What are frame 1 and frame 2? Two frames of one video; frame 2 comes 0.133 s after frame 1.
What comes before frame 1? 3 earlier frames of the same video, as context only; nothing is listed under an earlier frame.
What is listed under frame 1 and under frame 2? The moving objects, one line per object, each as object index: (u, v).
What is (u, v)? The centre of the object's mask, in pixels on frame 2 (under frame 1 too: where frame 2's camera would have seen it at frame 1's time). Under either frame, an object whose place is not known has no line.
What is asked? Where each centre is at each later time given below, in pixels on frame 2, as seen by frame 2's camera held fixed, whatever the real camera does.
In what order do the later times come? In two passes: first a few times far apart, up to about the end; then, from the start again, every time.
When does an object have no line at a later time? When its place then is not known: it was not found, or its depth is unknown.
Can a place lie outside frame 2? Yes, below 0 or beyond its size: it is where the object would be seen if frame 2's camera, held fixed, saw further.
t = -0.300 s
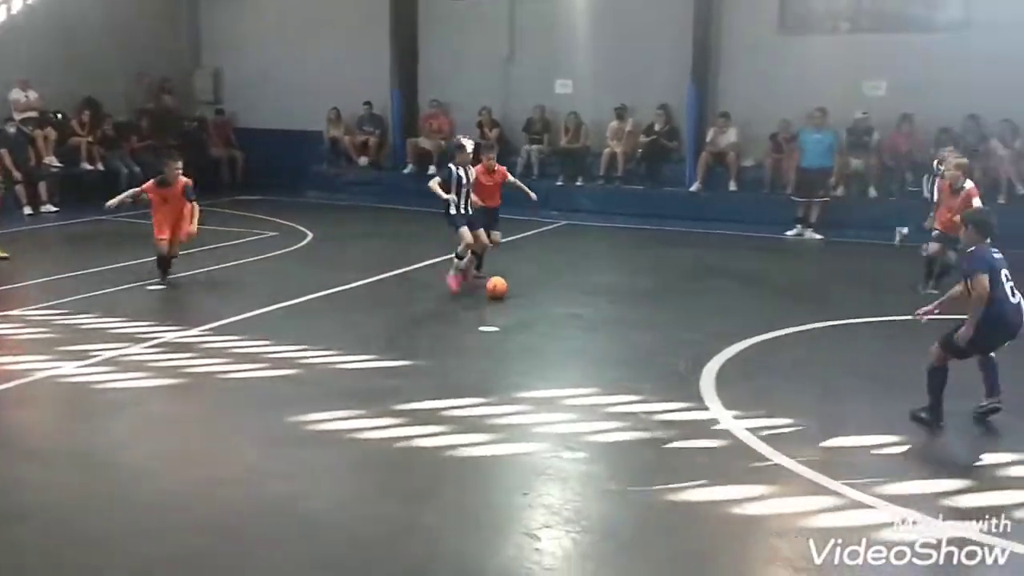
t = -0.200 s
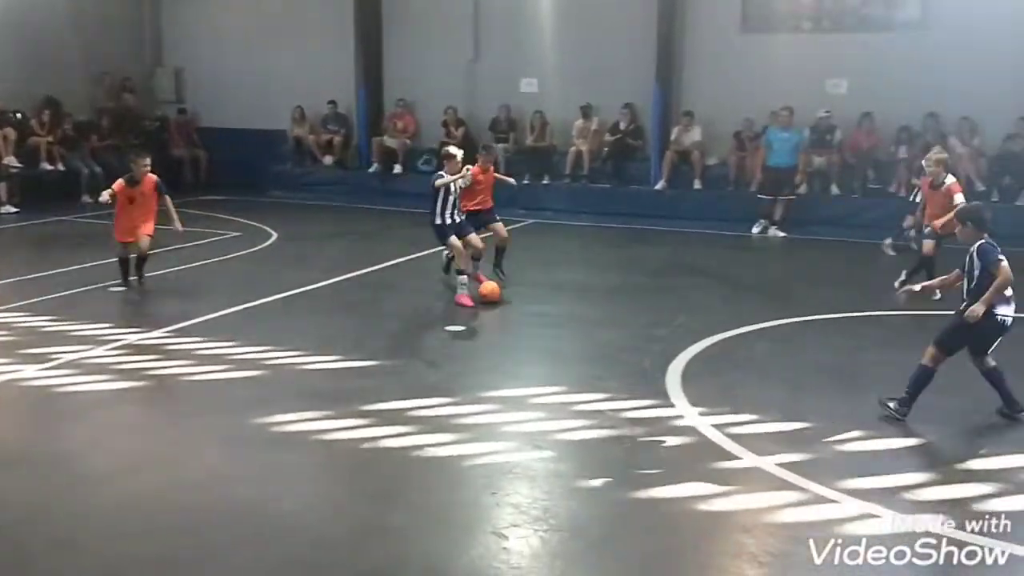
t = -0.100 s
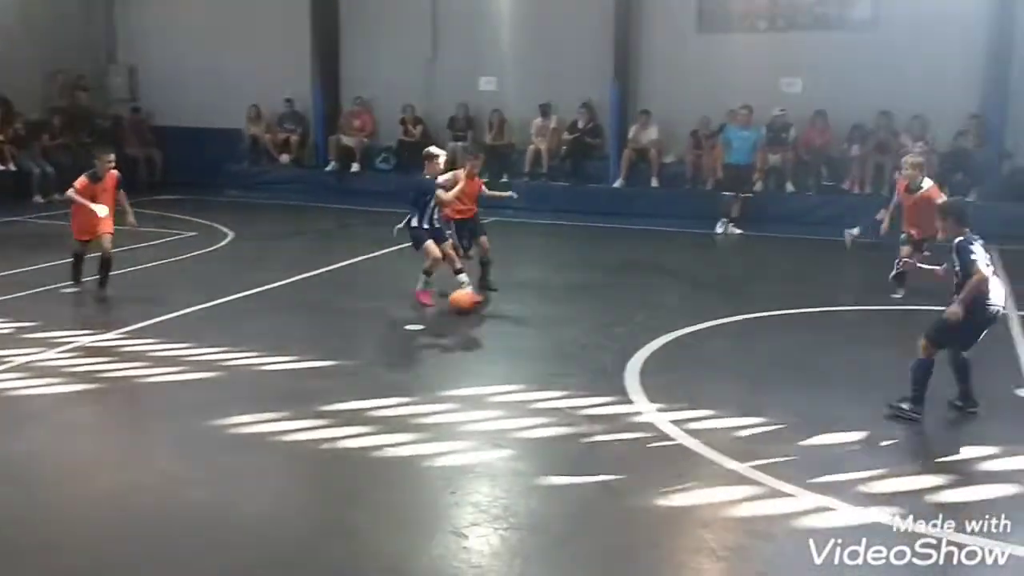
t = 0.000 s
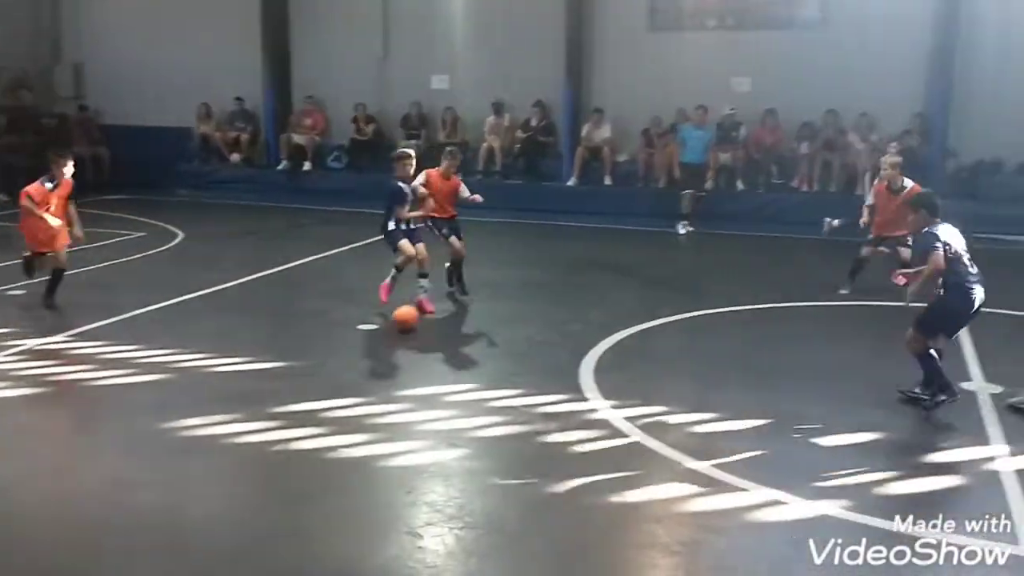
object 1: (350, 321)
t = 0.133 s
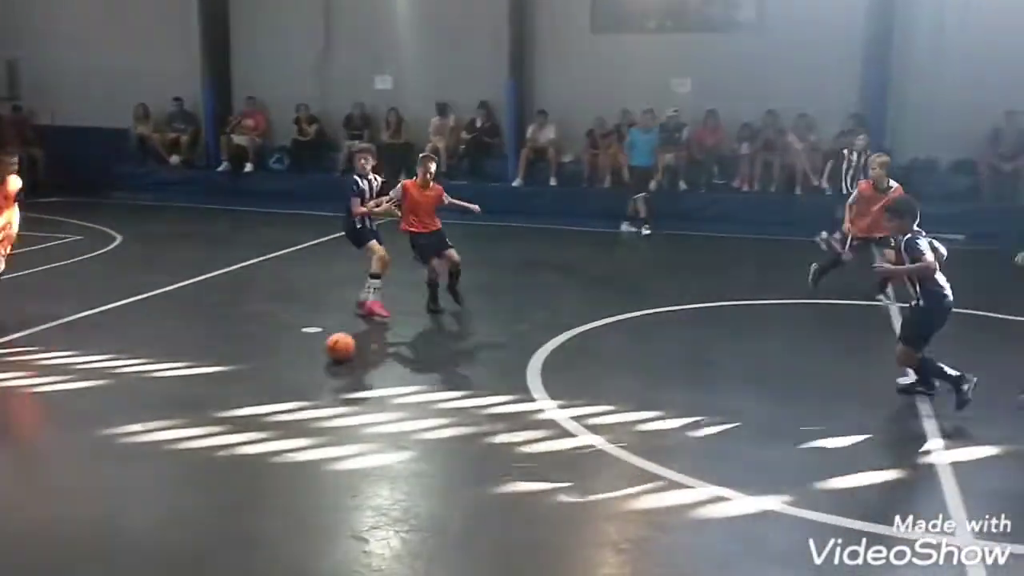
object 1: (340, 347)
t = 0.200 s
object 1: (336, 362)
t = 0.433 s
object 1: (330, 417)
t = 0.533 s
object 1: (329, 446)
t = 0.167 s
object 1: (338, 354)
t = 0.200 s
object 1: (336, 362)
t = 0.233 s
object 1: (335, 369)
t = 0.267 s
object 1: (332, 377)
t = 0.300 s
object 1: (332, 382)
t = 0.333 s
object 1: (331, 391)
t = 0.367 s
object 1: (330, 401)
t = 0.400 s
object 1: (330, 408)
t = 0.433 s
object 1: (330, 417)
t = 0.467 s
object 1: (330, 427)
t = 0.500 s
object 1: (330, 436)
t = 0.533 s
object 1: (329, 446)
